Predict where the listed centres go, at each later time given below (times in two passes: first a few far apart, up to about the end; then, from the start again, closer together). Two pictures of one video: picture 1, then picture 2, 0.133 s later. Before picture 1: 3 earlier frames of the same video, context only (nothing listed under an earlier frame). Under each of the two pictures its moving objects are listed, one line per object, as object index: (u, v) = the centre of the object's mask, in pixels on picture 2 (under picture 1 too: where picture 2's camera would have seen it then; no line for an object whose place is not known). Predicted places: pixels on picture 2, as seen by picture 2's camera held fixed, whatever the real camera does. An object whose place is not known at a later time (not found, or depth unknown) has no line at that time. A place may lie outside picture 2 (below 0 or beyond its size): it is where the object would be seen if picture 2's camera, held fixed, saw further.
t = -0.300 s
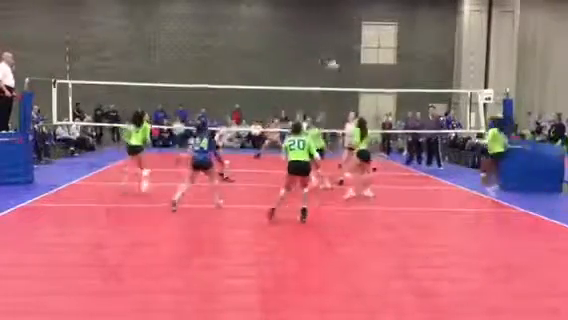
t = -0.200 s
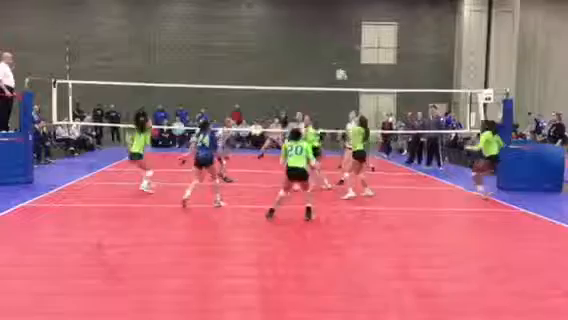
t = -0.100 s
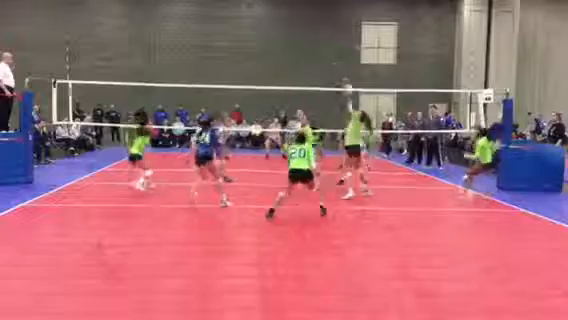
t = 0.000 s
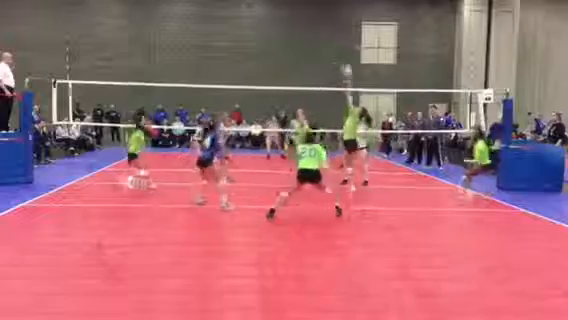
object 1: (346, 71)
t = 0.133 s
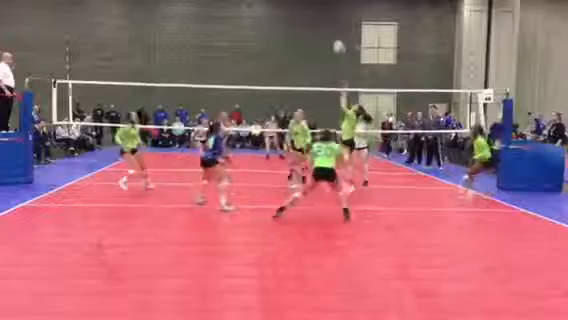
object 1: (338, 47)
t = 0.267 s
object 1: (329, 30)
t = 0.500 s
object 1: (312, 25)
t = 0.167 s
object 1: (336, 42)
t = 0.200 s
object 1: (334, 38)
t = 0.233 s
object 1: (332, 34)
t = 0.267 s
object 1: (329, 30)
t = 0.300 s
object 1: (328, 29)
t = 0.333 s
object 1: (325, 25)
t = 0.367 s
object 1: (323, 25)
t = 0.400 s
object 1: (321, 24)
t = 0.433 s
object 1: (319, 23)
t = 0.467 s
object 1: (317, 23)
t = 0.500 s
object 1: (312, 25)
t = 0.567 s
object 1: (307, 29)
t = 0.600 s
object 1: (305, 33)
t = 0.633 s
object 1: (301, 38)
